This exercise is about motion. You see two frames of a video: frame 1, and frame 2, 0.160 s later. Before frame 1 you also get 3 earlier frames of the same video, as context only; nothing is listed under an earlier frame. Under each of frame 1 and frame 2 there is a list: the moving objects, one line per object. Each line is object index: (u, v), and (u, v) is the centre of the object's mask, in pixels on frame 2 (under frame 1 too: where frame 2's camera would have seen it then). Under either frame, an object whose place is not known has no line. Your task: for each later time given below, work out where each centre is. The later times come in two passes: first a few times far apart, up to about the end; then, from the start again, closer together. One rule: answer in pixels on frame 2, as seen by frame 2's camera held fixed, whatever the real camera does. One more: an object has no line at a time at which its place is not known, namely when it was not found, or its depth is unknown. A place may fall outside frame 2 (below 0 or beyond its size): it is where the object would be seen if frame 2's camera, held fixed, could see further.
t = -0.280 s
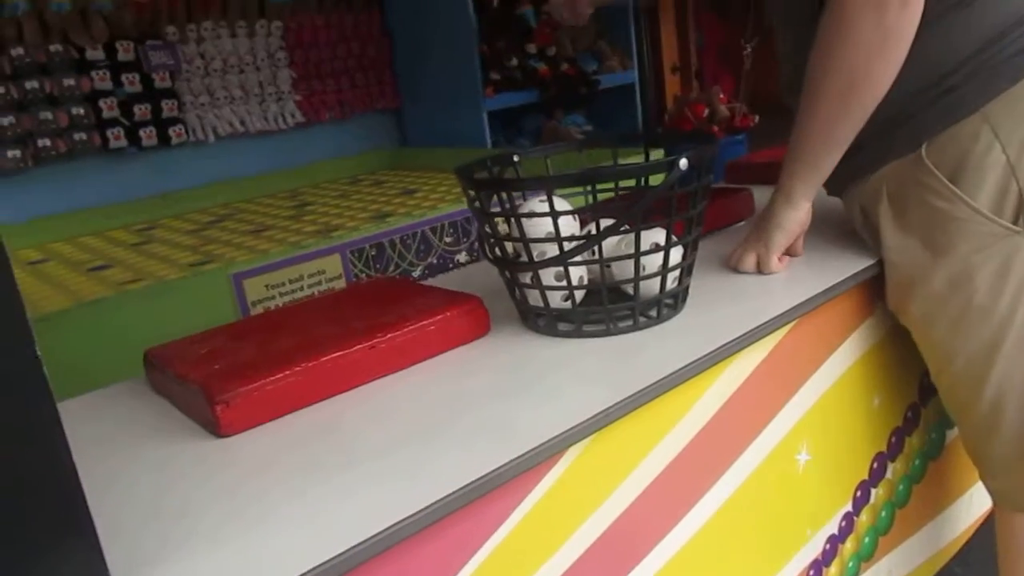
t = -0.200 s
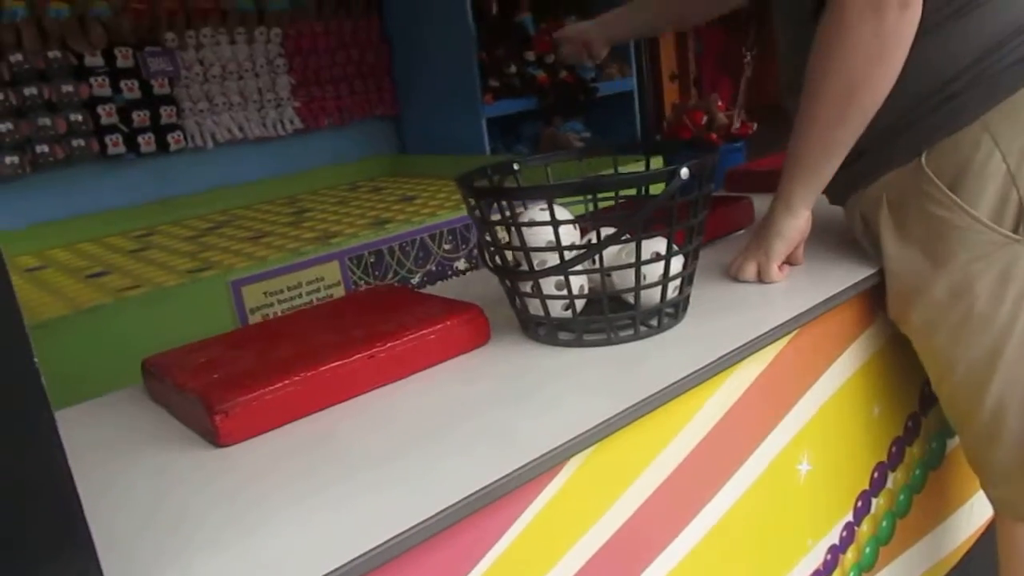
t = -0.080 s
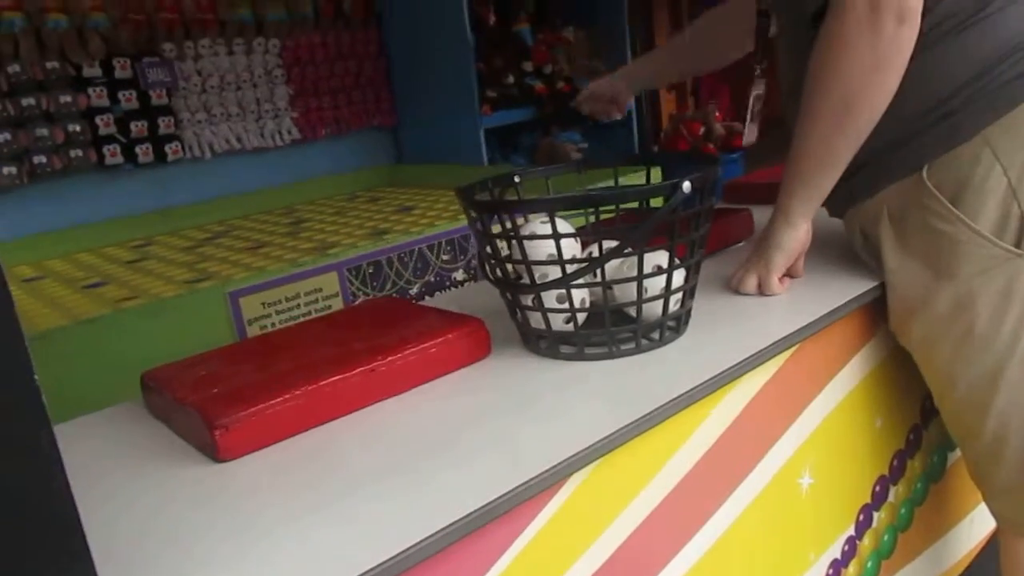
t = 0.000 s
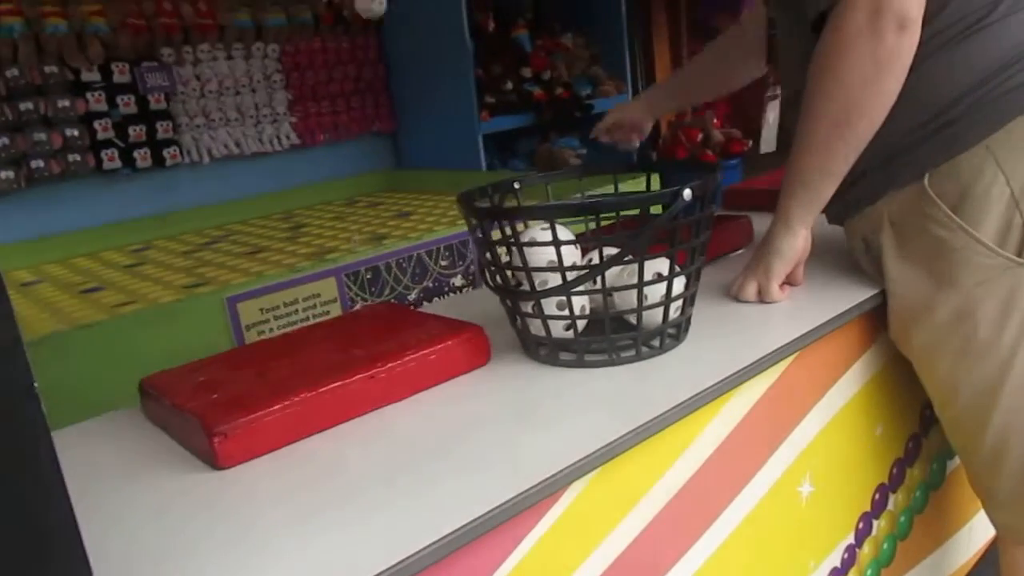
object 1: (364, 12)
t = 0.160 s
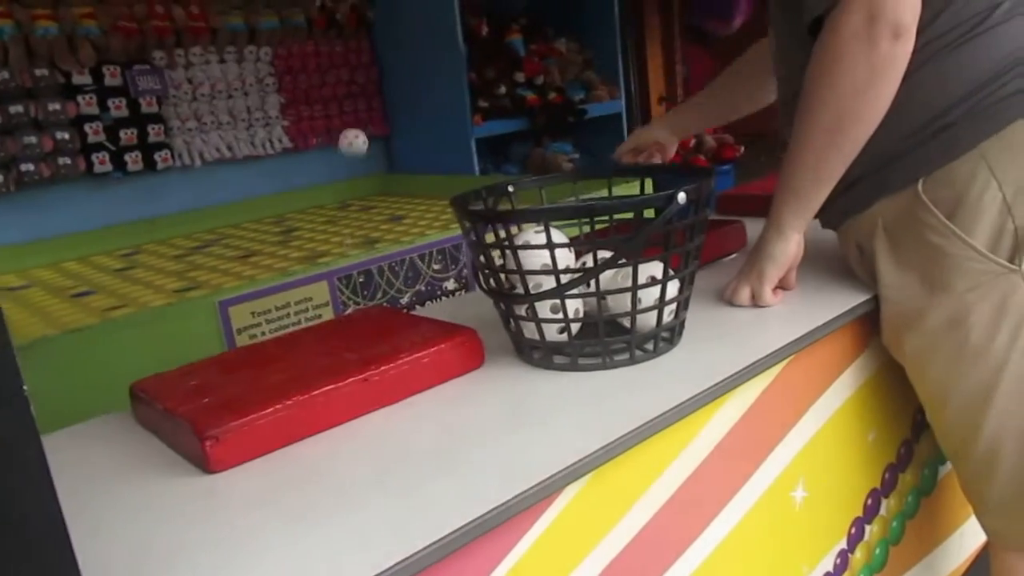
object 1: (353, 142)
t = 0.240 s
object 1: (355, 226)
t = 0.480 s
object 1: (349, 168)
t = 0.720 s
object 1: (365, 210)
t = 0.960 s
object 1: (370, 194)
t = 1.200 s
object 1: (377, 196)
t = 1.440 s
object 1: (386, 198)
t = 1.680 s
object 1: (396, 190)
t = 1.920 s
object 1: (378, 187)
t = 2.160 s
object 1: (362, 191)
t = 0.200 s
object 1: (353, 183)
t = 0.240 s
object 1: (355, 226)
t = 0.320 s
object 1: (353, 222)
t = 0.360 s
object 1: (350, 201)
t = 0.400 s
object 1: (349, 185)
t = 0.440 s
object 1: (348, 174)
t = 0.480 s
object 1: (349, 168)
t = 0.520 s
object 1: (350, 166)
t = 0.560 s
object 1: (351, 167)
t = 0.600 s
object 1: (354, 172)
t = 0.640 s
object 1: (357, 182)
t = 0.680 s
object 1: (361, 194)
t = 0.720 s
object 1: (365, 210)
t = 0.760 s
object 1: (368, 225)
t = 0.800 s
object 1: (369, 212)
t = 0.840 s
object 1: (368, 201)
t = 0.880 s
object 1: (368, 196)
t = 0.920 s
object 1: (369, 194)
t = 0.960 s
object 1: (370, 194)
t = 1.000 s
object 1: (372, 197)
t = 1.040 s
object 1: (374, 204)
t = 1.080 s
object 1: (377, 210)
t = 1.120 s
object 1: (376, 202)
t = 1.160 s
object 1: (376, 197)
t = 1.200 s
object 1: (377, 196)
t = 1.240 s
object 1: (378, 196)
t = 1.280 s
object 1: (379, 200)
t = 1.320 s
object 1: (381, 200)
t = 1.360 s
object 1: (382, 198)
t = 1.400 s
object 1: (385, 198)
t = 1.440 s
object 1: (386, 198)
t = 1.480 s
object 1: (389, 195)
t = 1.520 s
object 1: (390, 195)
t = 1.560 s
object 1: (391, 194)
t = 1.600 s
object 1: (393, 192)
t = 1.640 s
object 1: (395, 191)
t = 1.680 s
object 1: (396, 190)
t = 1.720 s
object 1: (397, 189)
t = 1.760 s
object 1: (397, 188)
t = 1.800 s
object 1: (395, 187)
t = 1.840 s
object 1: (388, 187)
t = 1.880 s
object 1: (382, 187)
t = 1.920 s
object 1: (378, 187)
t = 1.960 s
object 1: (374, 188)
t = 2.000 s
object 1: (368, 188)
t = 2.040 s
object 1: (363, 188)
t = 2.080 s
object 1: (363, 190)
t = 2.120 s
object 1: (363, 190)
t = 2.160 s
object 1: (362, 191)
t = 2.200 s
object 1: (362, 192)
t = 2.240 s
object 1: (362, 192)
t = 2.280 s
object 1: (362, 192)
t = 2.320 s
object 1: (362, 193)
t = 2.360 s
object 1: (361, 195)
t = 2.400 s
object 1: (361, 199)
